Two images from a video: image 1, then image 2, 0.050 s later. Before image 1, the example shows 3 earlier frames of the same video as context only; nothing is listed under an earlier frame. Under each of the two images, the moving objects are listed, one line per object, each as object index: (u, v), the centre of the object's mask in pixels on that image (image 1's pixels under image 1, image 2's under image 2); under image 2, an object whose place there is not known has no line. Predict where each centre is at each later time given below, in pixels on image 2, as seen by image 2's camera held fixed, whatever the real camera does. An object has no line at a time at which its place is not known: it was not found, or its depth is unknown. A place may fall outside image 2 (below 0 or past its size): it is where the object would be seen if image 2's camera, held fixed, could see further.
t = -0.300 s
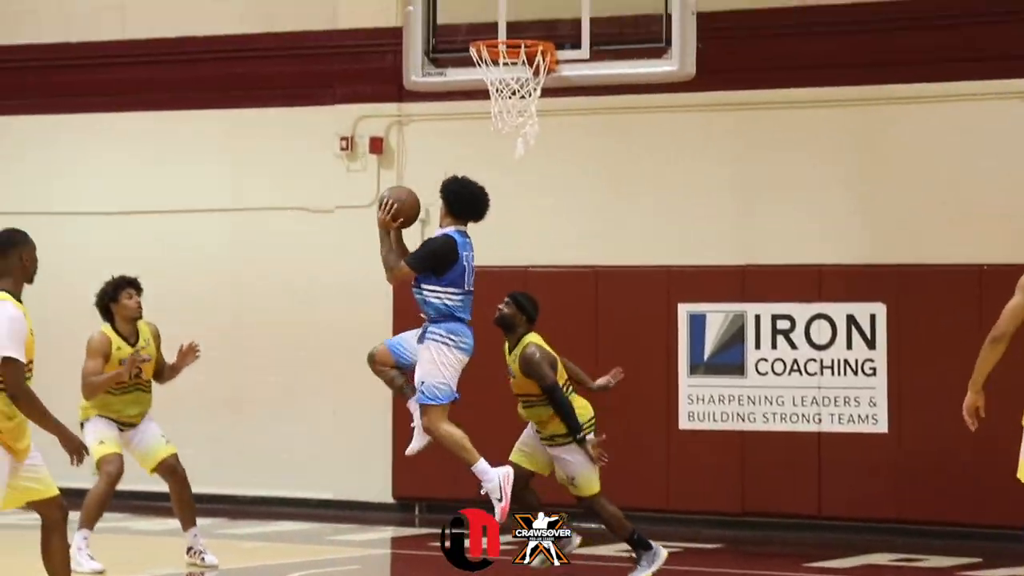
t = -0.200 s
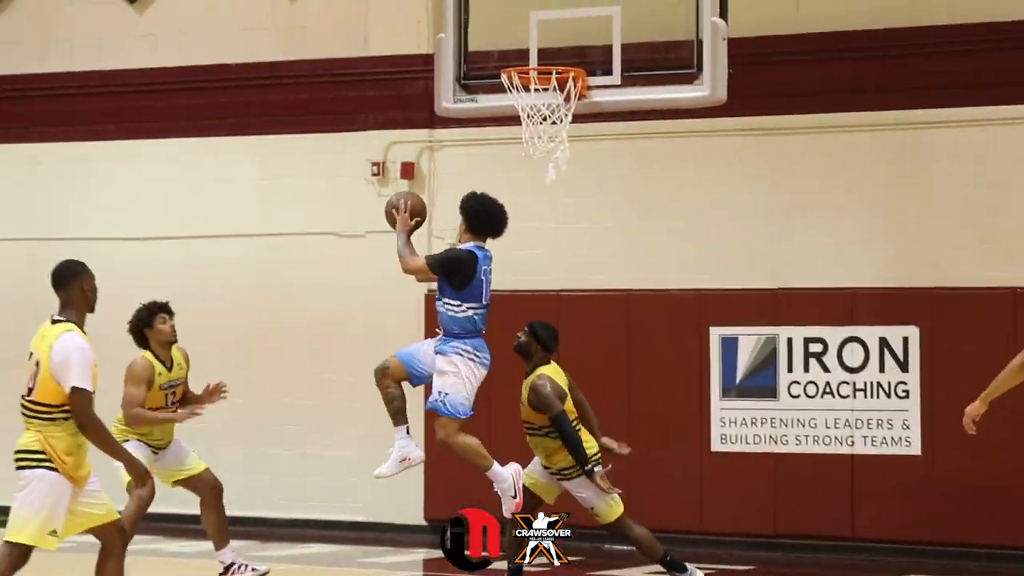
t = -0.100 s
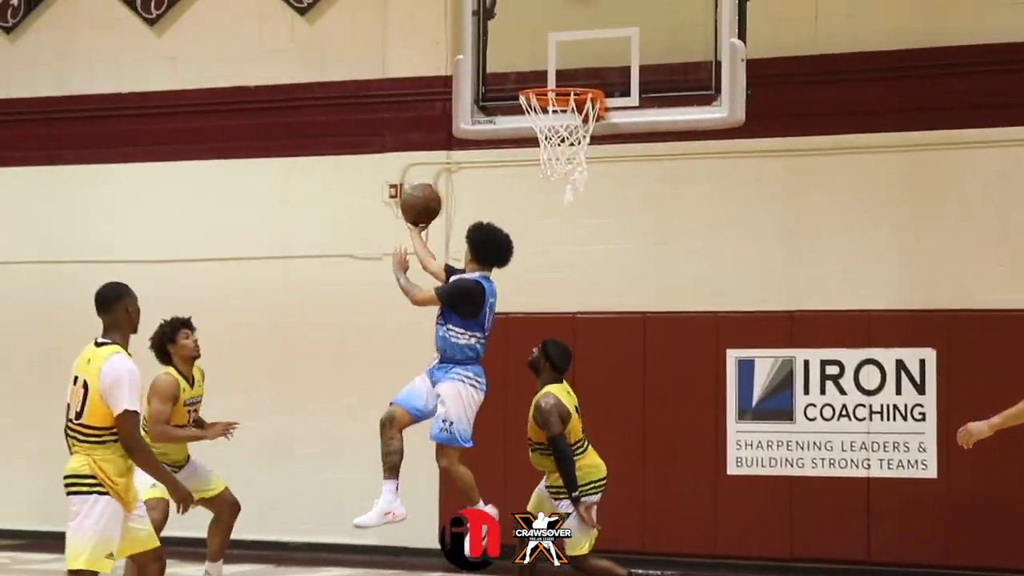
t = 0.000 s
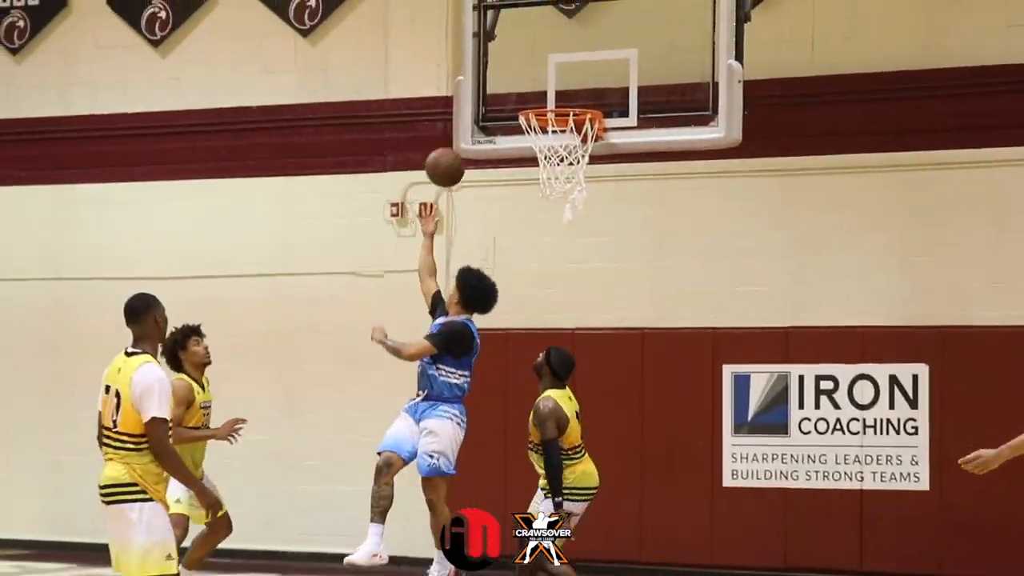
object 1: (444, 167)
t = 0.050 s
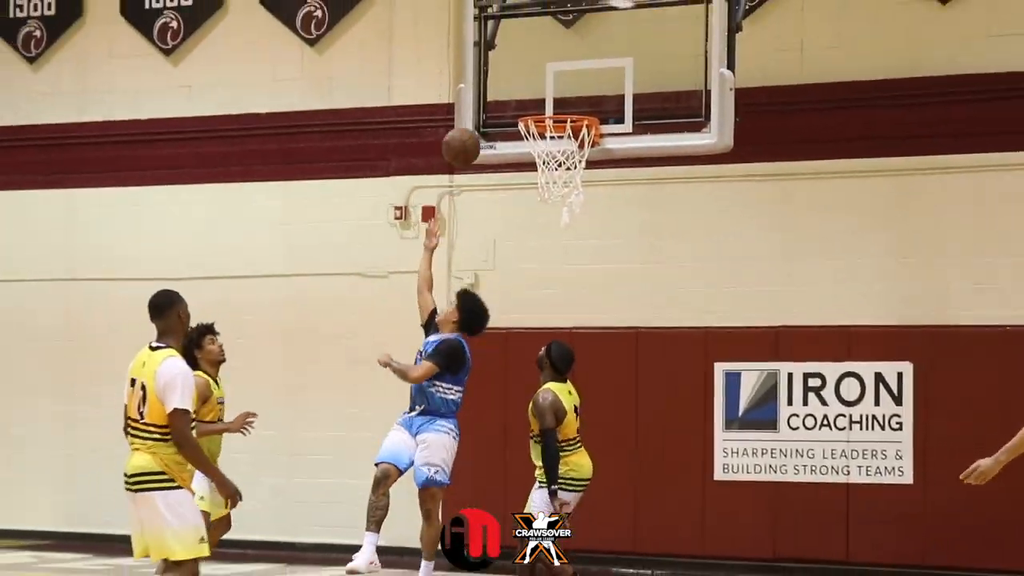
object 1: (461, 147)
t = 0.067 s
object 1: (465, 140)
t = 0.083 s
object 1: (471, 133)
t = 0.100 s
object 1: (476, 126)
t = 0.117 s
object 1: (480, 120)
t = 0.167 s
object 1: (494, 104)
